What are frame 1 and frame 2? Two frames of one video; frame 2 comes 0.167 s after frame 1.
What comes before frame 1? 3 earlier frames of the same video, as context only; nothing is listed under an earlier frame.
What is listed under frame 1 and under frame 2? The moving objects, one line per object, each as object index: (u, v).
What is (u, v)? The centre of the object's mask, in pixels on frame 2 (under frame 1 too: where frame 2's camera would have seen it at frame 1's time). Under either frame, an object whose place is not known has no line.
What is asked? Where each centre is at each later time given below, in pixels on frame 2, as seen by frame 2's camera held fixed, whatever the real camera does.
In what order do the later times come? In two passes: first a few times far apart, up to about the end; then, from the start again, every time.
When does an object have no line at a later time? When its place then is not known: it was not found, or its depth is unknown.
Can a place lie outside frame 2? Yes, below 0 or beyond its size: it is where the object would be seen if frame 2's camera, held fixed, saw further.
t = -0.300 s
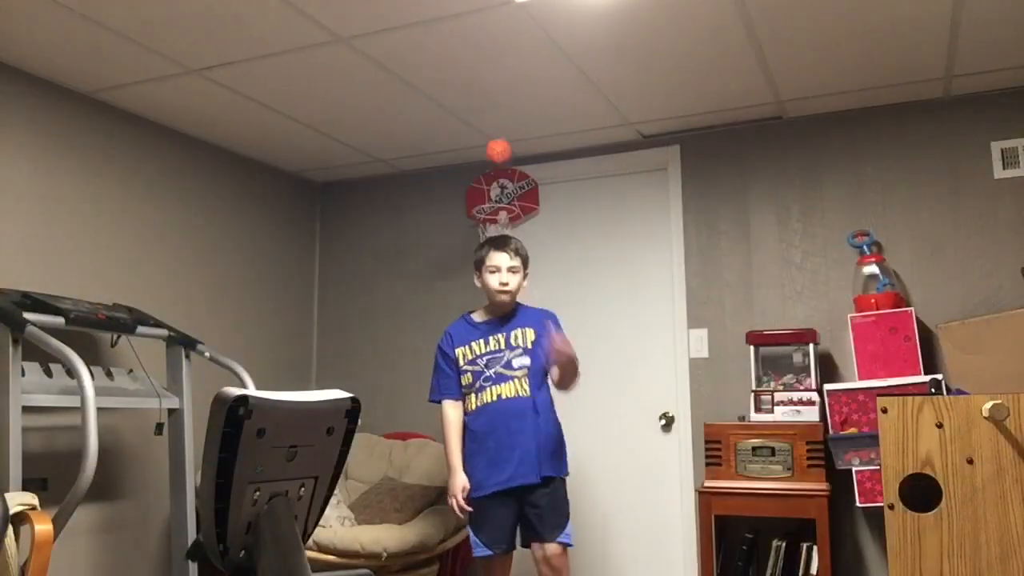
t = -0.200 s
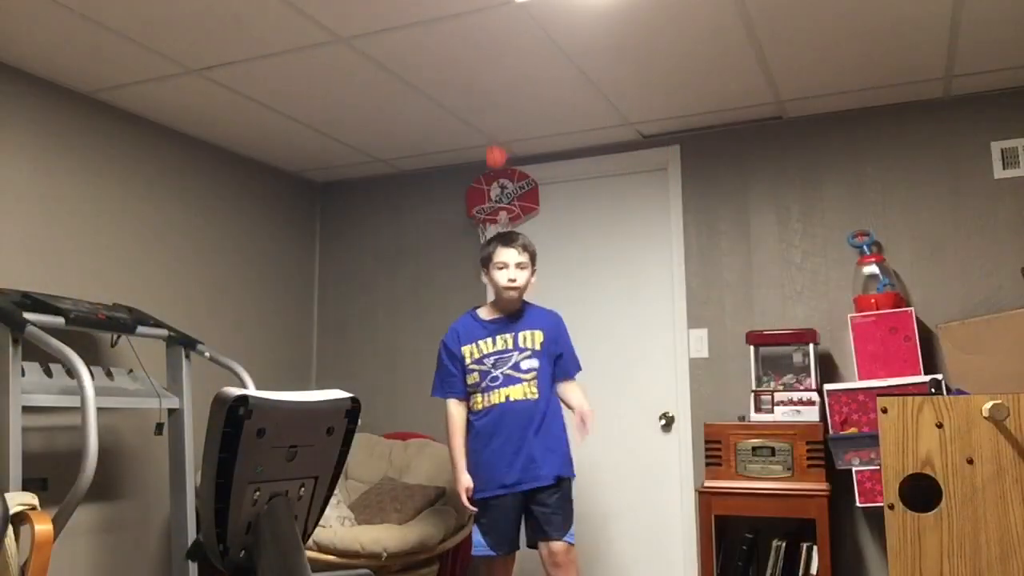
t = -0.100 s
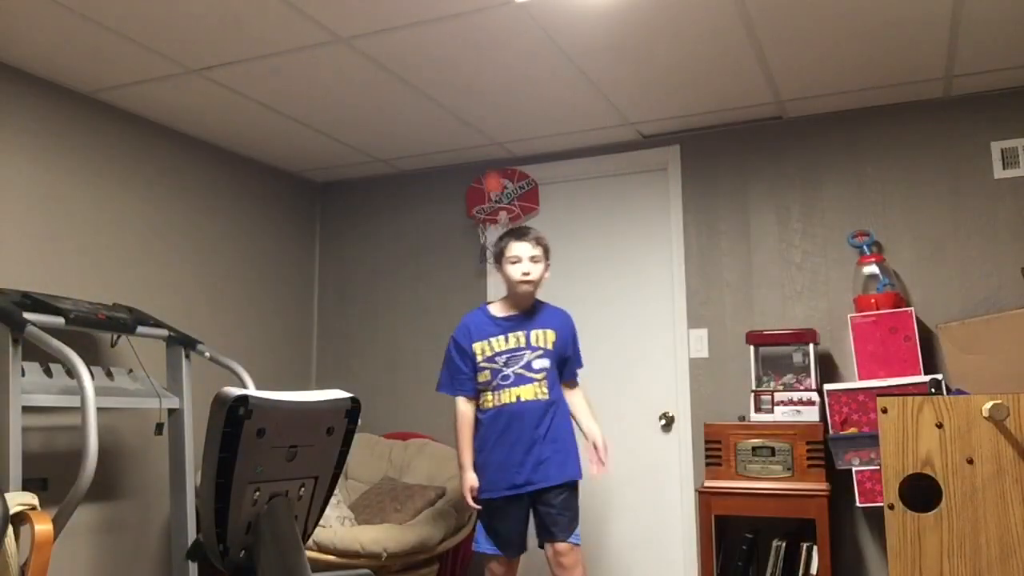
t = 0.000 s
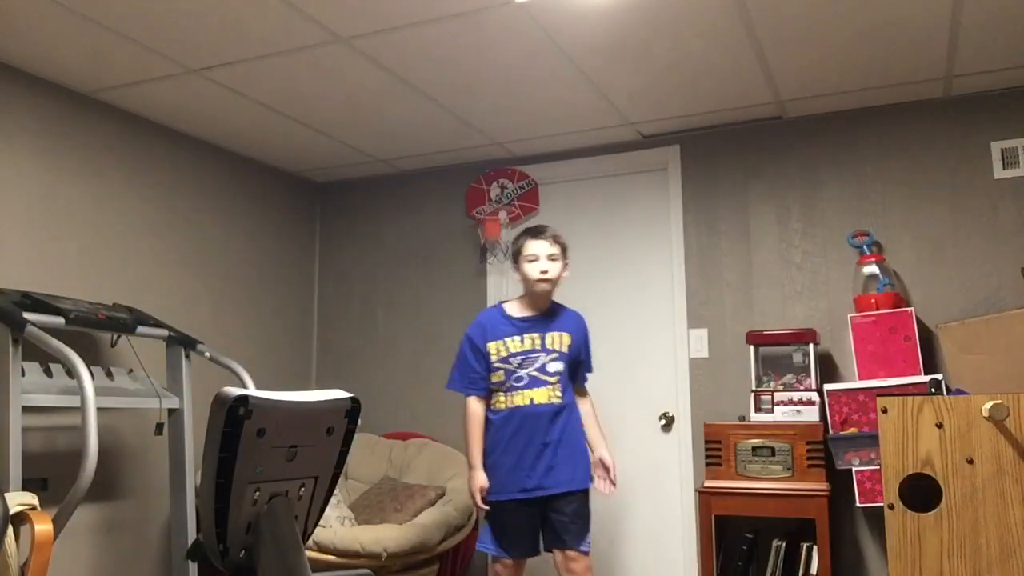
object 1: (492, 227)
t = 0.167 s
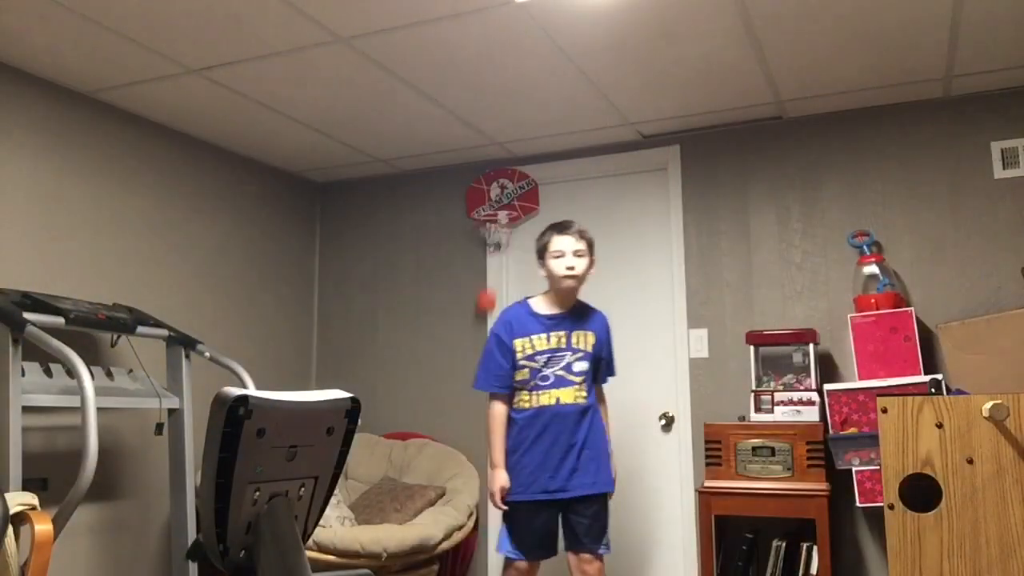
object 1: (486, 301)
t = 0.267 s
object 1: (476, 363)
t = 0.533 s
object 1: (437, 483)
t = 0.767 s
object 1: (383, 509)
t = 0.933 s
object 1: (341, 562)
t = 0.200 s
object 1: (482, 319)
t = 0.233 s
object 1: (479, 340)
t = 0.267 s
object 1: (476, 363)
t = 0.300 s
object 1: (473, 389)
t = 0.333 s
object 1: (470, 417)
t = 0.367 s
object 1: (467, 448)
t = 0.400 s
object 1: (463, 475)
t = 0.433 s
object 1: (458, 477)
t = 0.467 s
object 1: (451, 476)
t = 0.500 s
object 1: (444, 478)
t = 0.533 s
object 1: (437, 483)
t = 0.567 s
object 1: (429, 492)
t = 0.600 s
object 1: (422, 503)
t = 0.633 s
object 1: (413, 513)
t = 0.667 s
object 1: (406, 514)
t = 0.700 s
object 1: (398, 510)
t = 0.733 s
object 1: (391, 508)
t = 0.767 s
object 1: (383, 509)
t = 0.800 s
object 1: (374, 514)
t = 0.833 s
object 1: (366, 521)
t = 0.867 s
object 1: (357, 534)
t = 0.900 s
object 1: (347, 552)
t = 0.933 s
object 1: (341, 562)
